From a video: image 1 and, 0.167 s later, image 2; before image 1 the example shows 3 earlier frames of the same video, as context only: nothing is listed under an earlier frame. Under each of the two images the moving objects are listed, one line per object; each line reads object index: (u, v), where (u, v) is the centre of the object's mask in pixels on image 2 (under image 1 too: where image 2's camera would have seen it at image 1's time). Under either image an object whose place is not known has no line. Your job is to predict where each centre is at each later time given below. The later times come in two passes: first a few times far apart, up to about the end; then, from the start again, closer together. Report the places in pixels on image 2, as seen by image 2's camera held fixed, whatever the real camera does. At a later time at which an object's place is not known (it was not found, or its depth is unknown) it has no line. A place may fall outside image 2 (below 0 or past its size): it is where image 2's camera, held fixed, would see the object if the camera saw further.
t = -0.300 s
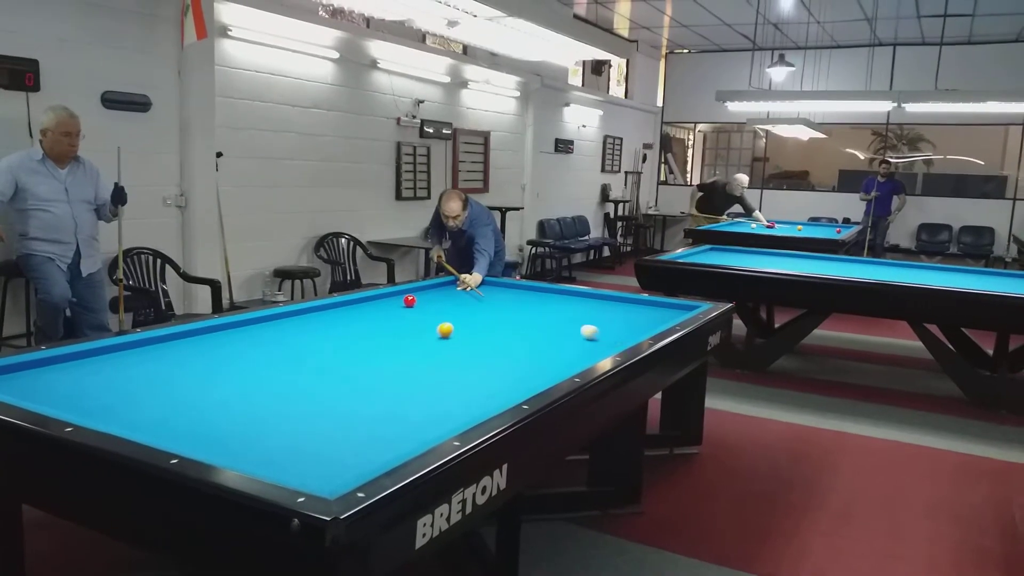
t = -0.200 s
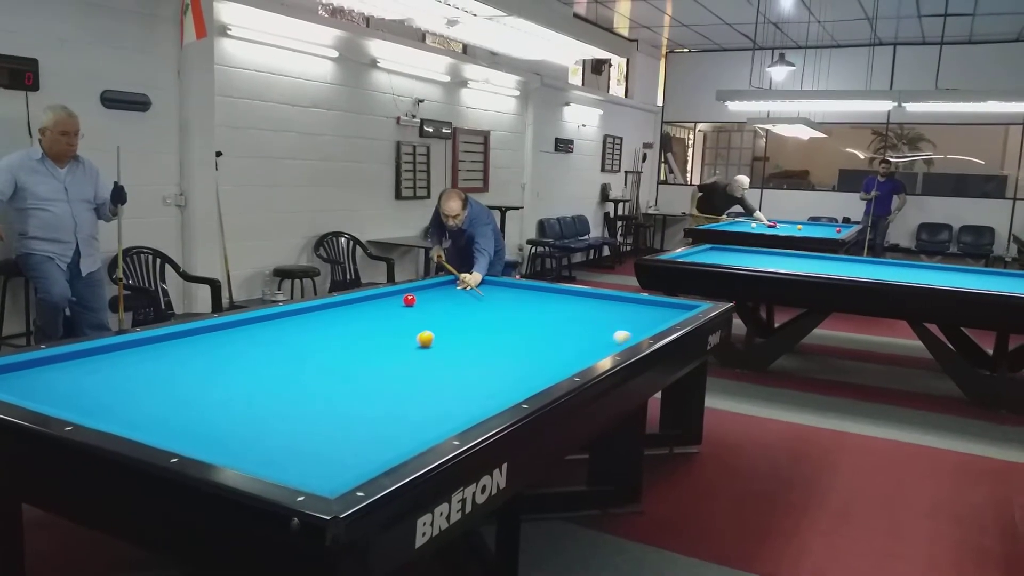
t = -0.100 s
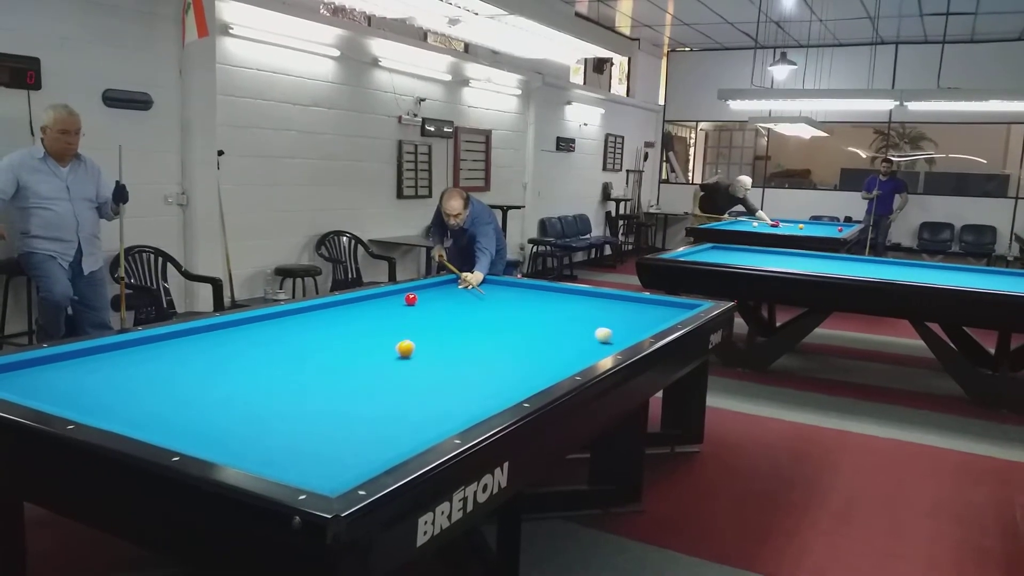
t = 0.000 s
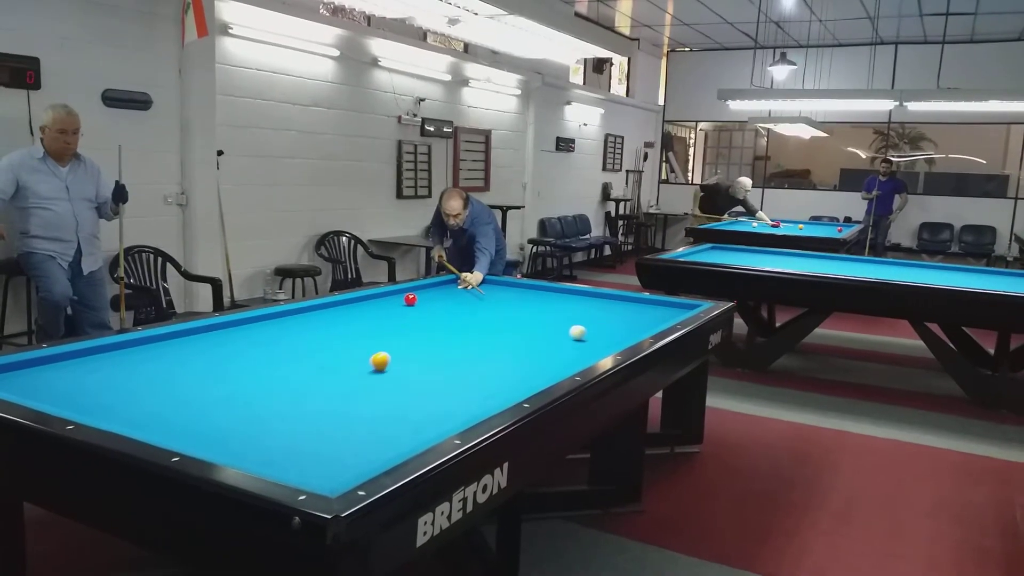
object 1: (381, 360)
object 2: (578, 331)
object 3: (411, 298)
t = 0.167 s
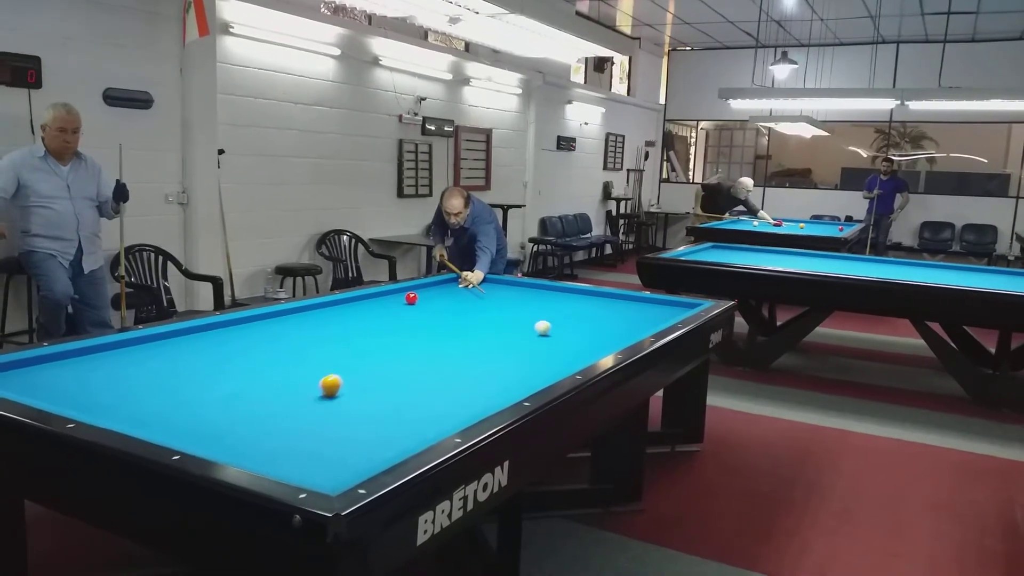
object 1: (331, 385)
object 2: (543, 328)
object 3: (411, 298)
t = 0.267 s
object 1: (293, 404)
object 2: (522, 325)
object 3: (411, 298)
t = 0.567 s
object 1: (295, 433)
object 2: (463, 320)
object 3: (411, 298)
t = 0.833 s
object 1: (436, 415)
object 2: (412, 314)
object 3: (411, 298)
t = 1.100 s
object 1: (478, 392)
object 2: (364, 310)
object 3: (411, 298)
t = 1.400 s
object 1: (489, 367)
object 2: (316, 306)
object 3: (411, 298)
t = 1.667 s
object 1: (498, 349)
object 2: (337, 311)
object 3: (411, 298)
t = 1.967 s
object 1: (504, 333)
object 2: (358, 315)
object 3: (411, 298)
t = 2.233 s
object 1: (510, 320)
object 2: (377, 320)
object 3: (411, 298)
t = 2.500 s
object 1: (515, 311)
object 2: (397, 324)
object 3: (411, 298)
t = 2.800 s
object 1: (520, 301)
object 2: (419, 330)
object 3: (411, 298)
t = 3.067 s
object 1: (524, 293)
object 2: (439, 334)
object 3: (411, 298)
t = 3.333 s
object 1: (527, 287)
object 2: (459, 339)
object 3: (411, 298)
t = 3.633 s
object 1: (509, 284)
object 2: (483, 344)
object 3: (411, 298)
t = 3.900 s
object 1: (480, 284)
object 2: (503, 349)
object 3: (411, 298)
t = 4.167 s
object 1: (452, 284)
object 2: (525, 354)
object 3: (411, 298)
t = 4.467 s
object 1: (426, 285)
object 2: (548, 360)
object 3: (411, 298)
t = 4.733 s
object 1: (426, 289)
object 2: (569, 362)
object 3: (411, 298)
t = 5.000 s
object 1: (425, 293)
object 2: (554, 363)
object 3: (411, 298)
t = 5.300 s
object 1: (423, 297)
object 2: (538, 360)
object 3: (411, 298)
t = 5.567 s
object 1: (428, 301)
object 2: (524, 359)
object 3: (407, 298)
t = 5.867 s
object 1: (435, 304)
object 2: (510, 357)
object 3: (402, 298)
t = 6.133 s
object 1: (441, 308)
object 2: (498, 356)
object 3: (398, 299)
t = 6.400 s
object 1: (448, 312)
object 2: (488, 354)
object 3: (395, 299)
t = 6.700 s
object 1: (456, 316)
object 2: (478, 352)
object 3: (391, 299)
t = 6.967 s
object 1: (463, 320)
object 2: (470, 351)
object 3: (389, 299)
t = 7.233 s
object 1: (469, 324)
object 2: (461, 351)
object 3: (387, 299)
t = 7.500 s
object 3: (386, 299)
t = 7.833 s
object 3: (386, 299)
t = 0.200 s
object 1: (318, 391)
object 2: (535, 327)
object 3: (411, 298)
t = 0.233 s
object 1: (306, 397)
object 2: (528, 326)
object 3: (411, 298)
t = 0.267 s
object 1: (293, 404)
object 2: (522, 325)
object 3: (411, 298)
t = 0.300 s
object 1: (279, 411)
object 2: (515, 325)
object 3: (411, 298)
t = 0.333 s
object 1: (265, 419)
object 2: (508, 324)
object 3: (411, 298)
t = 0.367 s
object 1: (248, 427)
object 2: (502, 323)
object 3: (411, 298)
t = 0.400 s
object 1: (232, 434)
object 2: (495, 323)
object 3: (411, 298)
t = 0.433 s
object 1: (216, 440)
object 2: (489, 322)
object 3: (411, 298)
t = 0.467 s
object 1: (221, 442)
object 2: (482, 321)
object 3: (411, 298)
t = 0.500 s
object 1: (246, 441)
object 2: (475, 321)
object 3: (411, 298)
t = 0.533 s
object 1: (271, 437)
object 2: (469, 320)
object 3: (411, 298)
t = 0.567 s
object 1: (295, 433)
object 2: (463, 320)
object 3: (411, 298)
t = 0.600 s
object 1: (316, 431)
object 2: (456, 319)
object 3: (411, 298)
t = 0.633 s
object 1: (336, 428)
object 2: (450, 318)
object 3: (411, 298)
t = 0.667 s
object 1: (355, 425)
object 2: (444, 318)
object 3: (411, 298)
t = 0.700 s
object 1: (371, 423)
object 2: (437, 317)
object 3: (411, 298)
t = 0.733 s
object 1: (388, 421)
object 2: (431, 317)
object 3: (411, 298)
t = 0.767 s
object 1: (405, 419)
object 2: (425, 316)
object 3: (411, 298)
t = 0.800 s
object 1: (420, 417)
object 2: (418, 315)
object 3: (411, 298)
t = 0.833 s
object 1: (436, 415)
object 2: (412, 314)
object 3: (411, 298)
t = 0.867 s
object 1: (451, 413)
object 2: (406, 314)
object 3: (411, 298)
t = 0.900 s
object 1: (465, 410)
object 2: (400, 314)
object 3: (411, 298)
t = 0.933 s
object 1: (473, 407)
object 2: (394, 313)
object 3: (411, 298)
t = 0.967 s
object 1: (473, 404)
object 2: (388, 312)
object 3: (411, 298)
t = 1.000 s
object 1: (474, 402)
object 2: (382, 312)
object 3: (411, 298)
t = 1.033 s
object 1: (475, 398)
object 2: (376, 311)
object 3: (411, 298)
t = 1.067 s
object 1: (477, 395)
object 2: (370, 311)
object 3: (411, 298)
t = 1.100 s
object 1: (478, 392)
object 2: (364, 310)
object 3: (411, 298)
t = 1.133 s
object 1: (480, 389)
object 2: (358, 310)
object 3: (411, 298)
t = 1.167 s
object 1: (481, 385)
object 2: (352, 309)
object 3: (411, 298)
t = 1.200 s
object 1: (482, 383)
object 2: (346, 309)
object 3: (411, 298)
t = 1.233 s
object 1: (484, 380)
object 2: (341, 308)
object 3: (411, 298)
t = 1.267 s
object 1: (485, 377)
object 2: (334, 307)
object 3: (411, 298)
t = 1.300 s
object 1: (486, 374)
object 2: (328, 307)
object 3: (411, 298)
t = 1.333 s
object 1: (487, 372)
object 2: (323, 306)
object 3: (411, 298)
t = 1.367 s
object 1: (488, 369)
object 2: (317, 306)
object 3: (411, 298)
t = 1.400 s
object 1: (489, 367)
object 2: (316, 306)
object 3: (411, 298)
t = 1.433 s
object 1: (490, 364)
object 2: (319, 306)
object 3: (411, 298)
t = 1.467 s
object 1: (492, 362)
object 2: (322, 307)
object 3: (411, 298)
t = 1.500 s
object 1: (493, 360)
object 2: (325, 308)
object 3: (411, 298)
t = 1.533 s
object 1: (494, 357)
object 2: (327, 308)
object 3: (411, 298)
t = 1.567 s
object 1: (495, 355)
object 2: (330, 309)
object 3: (411, 298)
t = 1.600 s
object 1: (496, 353)
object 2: (332, 309)
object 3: (411, 298)
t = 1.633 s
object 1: (496, 351)
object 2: (334, 310)
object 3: (411, 298)
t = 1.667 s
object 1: (498, 349)
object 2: (337, 311)
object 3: (411, 298)
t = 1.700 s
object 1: (498, 347)
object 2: (339, 311)
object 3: (411, 298)
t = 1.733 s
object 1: (499, 345)
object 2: (341, 312)
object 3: (411, 298)
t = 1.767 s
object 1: (500, 343)
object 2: (344, 312)
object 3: (411, 298)
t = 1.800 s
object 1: (501, 341)
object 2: (346, 313)
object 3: (411, 298)
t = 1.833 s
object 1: (502, 339)
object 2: (349, 313)
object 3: (411, 298)
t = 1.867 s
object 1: (503, 338)
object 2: (351, 314)
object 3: (411, 298)
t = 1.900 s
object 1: (503, 336)
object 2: (353, 314)
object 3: (411, 298)
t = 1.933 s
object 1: (504, 334)
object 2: (356, 315)
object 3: (411, 298)
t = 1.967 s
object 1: (504, 333)
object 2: (358, 315)
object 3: (411, 298)
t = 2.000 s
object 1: (505, 331)
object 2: (360, 316)
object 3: (411, 298)
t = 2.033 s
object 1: (506, 329)
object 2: (363, 317)
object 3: (411, 298)
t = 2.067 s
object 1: (507, 328)
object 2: (365, 317)
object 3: (411, 298)
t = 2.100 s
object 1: (508, 326)
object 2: (368, 317)
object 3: (411, 298)
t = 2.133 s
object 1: (509, 324)
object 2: (371, 318)
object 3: (411, 298)
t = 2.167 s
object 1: (509, 323)
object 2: (373, 318)
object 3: (411, 298)
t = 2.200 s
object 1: (510, 322)
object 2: (375, 319)
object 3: (411, 298)
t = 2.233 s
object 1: (510, 320)
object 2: (377, 320)
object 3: (411, 298)
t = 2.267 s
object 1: (510, 319)
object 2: (379, 320)
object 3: (411, 298)
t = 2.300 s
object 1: (511, 318)
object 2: (382, 321)
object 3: (411, 298)
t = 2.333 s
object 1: (512, 317)
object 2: (385, 321)
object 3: (411, 298)
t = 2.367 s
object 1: (512, 315)
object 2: (387, 322)
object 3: (411, 298)
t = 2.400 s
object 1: (513, 314)
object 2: (389, 323)
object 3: (411, 298)
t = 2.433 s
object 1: (514, 313)
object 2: (392, 323)
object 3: (411, 298)
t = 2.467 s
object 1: (514, 312)
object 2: (394, 324)
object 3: (411, 298)
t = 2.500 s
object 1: (515, 311)
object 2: (397, 324)
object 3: (411, 298)
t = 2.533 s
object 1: (515, 309)
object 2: (399, 325)
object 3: (411, 298)
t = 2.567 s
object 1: (516, 308)
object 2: (402, 325)
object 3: (411, 298)
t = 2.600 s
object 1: (516, 307)
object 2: (404, 326)
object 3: (411, 298)
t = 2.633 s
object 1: (517, 306)
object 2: (407, 327)
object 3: (411, 298)
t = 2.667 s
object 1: (518, 305)
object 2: (409, 327)
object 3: (411, 298)
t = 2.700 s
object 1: (518, 304)
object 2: (412, 328)
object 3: (411, 298)
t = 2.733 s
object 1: (519, 303)
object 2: (414, 328)
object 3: (411, 298)
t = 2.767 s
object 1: (519, 302)
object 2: (417, 329)
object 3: (411, 298)
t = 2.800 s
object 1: (520, 301)
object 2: (419, 330)
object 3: (411, 298)
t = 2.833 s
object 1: (520, 300)
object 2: (422, 330)
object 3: (411, 298)
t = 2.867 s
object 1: (521, 299)
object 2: (424, 331)
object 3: (411, 298)
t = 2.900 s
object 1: (521, 298)
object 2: (427, 331)
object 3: (411, 298)
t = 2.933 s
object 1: (522, 297)
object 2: (429, 331)
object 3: (411, 298)
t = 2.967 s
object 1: (522, 296)
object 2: (432, 332)
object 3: (411, 298)
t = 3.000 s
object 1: (523, 295)
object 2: (434, 333)
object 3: (411, 298)
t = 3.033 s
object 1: (523, 294)
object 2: (437, 334)
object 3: (411, 298)
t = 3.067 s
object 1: (524, 293)
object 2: (439, 334)
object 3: (411, 298)
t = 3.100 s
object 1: (524, 293)
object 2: (442, 335)
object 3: (411, 298)
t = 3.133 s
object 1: (524, 292)
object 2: (444, 335)
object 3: (411, 298)
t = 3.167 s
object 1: (525, 291)
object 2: (447, 336)
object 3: (411, 298)
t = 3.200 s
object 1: (525, 290)
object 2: (449, 336)
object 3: (411, 298)
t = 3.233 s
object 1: (526, 289)
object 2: (452, 337)
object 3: (411, 298)
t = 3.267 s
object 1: (526, 288)
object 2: (454, 338)
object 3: (411, 298)
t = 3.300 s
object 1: (526, 287)
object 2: (457, 338)
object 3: (411, 298)
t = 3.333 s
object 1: (527, 287)
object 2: (459, 339)
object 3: (411, 298)
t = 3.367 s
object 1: (527, 286)
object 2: (462, 339)
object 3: (411, 298)
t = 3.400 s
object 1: (527, 285)
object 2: (465, 340)
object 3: (411, 298)
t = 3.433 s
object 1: (528, 284)
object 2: (467, 340)
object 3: (411, 298)
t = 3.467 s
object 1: (527, 284)
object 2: (470, 341)
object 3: (411, 298)
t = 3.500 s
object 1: (523, 284)
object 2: (472, 342)
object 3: (411, 298)
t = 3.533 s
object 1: (519, 284)
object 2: (475, 342)
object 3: (411, 298)
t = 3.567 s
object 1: (516, 284)
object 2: (477, 343)
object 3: (411, 298)
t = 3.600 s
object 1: (512, 284)
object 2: (480, 344)
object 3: (411, 298)
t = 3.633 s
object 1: (509, 284)
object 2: (483, 344)
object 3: (411, 298)
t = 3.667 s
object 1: (505, 284)
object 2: (485, 345)
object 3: (411, 298)
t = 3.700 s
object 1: (501, 284)
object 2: (488, 346)
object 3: (411, 298)
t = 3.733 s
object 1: (498, 284)
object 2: (491, 346)
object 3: (411, 298)
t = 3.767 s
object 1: (494, 284)
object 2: (493, 347)
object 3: (411, 298)
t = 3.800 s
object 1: (491, 284)
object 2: (496, 347)
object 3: (411, 298)
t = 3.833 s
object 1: (487, 284)
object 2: (498, 348)
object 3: (411, 298)
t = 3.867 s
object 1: (484, 284)
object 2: (501, 348)
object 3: (411, 298)
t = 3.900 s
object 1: (480, 284)
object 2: (503, 349)
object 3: (411, 298)
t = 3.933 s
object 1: (477, 284)
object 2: (506, 350)
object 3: (411, 298)
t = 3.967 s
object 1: (473, 284)
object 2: (508, 350)
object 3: (411, 298)
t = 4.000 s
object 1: (470, 284)
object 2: (511, 351)
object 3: (411, 298)
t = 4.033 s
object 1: (466, 284)
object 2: (514, 352)
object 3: (411, 298)
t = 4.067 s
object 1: (462, 284)
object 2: (517, 352)
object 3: (411, 298)
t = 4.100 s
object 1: (459, 284)
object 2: (519, 353)
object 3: (411, 298)
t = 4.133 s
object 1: (455, 284)
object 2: (522, 353)
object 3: (411, 298)
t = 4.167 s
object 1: (452, 284)
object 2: (525, 354)
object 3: (411, 298)
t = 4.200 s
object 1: (448, 284)
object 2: (527, 355)
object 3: (411, 298)
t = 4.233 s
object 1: (445, 284)
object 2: (530, 355)
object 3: (411, 298)
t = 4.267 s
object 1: (441, 284)
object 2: (532, 356)
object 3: (411, 298)
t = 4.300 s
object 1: (438, 284)
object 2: (535, 356)
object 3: (411, 298)
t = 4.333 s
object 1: (434, 284)
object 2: (538, 357)
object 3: (411, 298)
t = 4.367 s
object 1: (430, 284)
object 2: (540, 358)
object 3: (411, 298)
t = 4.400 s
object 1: (427, 284)
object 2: (543, 358)
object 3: (411, 298)
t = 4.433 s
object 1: (427, 285)
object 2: (546, 359)
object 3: (411, 298)
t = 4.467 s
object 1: (426, 285)
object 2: (548, 360)
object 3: (411, 298)
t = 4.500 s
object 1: (427, 286)
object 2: (551, 360)
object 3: (411, 298)
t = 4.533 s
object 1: (426, 286)
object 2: (554, 361)
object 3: (411, 298)
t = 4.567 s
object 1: (426, 286)
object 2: (556, 361)
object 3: (411, 298)
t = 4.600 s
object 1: (426, 287)
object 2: (559, 362)
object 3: (411, 298)
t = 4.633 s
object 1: (426, 288)
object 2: (562, 362)
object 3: (411, 298)
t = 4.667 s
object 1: (426, 288)
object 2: (564, 362)
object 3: (411, 298)
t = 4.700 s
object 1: (426, 288)
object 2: (567, 362)
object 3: (411, 298)
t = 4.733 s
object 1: (426, 289)
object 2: (569, 362)
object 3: (411, 298)
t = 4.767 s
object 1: (426, 289)
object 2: (567, 362)
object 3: (411, 298)
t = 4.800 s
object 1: (425, 290)
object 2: (565, 362)
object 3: (411, 298)
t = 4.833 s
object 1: (426, 290)
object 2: (563, 363)
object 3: (411, 298)
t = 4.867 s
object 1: (425, 291)
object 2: (561, 363)
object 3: (411, 298)
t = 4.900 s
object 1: (425, 291)
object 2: (560, 363)
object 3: (411, 298)
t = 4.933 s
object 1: (425, 292)
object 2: (558, 363)
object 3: (411, 298)
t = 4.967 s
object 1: (425, 292)
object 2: (556, 363)
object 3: (411, 298)
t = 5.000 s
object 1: (425, 293)
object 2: (554, 363)
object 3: (411, 298)
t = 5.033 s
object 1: (425, 293)
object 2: (552, 363)
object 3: (411, 298)
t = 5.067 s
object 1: (425, 293)
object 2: (550, 362)
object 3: (411, 298)
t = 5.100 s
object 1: (424, 294)
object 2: (548, 362)
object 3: (411, 298)
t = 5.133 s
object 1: (424, 294)
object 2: (547, 362)
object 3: (411, 298)
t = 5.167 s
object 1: (424, 295)
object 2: (545, 361)
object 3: (411, 298)
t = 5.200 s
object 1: (424, 295)
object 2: (543, 361)
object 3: (411, 298)
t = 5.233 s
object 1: (424, 296)
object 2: (541, 361)
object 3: (411, 298)
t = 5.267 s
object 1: (423, 296)
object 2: (540, 361)
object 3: (411, 298)
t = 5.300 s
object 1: (423, 297)
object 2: (538, 360)
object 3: (411, 298)
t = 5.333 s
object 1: (423, 297)
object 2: (536, 360)
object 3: (411, 298)
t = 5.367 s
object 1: (423, 298)
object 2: (534, 360)
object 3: (411, 298)
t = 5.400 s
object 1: (424, 298)
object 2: (532, 360)
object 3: (410, 298)
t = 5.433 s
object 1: (425, 299)
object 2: (531, 360)
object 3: (409, 298)
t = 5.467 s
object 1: (426, 299)
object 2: (529, 359)
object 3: (409, 298)
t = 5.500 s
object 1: (426, 299)
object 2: (528, 359)
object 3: (408, 298)
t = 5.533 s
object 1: (427, 300)
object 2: (526, 359)
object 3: (408, 298)
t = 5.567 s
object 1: (428, 301)
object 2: (524, 359)
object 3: (407, 298)
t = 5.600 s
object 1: (429, 301)
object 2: (522, 358)
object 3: (406, 298)
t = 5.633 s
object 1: (430, 301)
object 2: (521, 358)
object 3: (406, 298)
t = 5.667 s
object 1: (430, 302)
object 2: (519, 358)
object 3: (405, 298)
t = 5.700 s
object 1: (431, 302)
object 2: (518, 358)
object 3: (405, 298)
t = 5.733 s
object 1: (432, 303)
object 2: (516, 358)
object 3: (404, 298)
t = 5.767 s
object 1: (432, 303)
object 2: (515, 357)
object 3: (403, 299)
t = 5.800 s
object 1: (433, 304)
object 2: (513, 357)
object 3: (403, 298)
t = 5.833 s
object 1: (434, 304)
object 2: (512, 357)
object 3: (402, 298)
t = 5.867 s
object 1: (435, 304)
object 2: (510, 357)
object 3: (402, 298)
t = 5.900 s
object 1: (436, 305)
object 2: (509, 357)
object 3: (401, 298)
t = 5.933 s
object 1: (437, 305)
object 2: (507, 356)
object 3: (401, 299)
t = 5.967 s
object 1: (438, 306)
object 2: (506, 356)
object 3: (400, 299)
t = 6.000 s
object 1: (438, 306)
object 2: (504, 356)
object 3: (400, 299)
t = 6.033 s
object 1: (439, 307)
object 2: (503, 356)
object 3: (399, 299)
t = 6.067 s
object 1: (440, 307)
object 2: (501, 356)
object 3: (399, 299)
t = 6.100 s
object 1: (440, 308)
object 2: (500, 356)
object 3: (398, 299)
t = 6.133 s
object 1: (441, 308)
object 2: (498, 356)
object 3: (398, 299)
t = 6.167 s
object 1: (442, 309)
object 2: (498, 355)
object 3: (397, 299)
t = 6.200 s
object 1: (443, 309)
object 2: (497, 355)
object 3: (397, 299)
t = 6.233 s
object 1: (444, 309)
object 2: (496, 354)
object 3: (396, 299)
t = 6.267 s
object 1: (445, 310)
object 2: (494, 354)
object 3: (396, 299)
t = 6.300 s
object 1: (446, 311)
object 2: (493, 354)
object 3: (396, 299)
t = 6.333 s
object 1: (447, 311)
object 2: (491, 354)
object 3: (395, 299)
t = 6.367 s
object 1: (447, 312)
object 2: (489, 354)
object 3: (395, 299)
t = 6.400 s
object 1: (448, 312)
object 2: (488, 354)
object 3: (395, 299)
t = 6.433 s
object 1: (449, 313)
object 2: (487, 354)
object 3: (394, 299)
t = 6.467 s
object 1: (450, 313)
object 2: (486, 354)
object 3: (394, 299)
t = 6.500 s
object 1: (451, 314)
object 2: (485, 354)
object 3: (394, 299)
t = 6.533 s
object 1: (452, 314)
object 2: (484, 353)
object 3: (393, 299)
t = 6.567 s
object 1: (453, 315)
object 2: (483, 353)
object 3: (393, 299)
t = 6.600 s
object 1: (453, 315)
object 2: (481, 353)
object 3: (393, 299)
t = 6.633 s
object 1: (454, 316)
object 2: (480, 353)
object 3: (392, 299)
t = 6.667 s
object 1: (455, 316)
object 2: (479, 352)
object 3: (392, 299)
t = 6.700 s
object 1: (456, 316)
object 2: (478, 352)
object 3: (391, 299)
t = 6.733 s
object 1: (457, 317)
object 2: (477, 352)
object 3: (391, 299)
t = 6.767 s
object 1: (458, 318)
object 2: (476, 352)
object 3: (390, 299)
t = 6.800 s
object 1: (458, 318)
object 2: (474, 352)
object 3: (390, 299)
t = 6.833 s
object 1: (459, 318)
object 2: (473, 352)
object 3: (390, 299)
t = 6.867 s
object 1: (460, 319)
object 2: (472, 352)
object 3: (389, 299)
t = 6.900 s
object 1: (461, 319)
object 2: (471, 352)
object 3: (389, 299)
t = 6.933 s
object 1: (462, 320)
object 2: (470, 351)
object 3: (389, 299)
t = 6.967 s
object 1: (463, 320)
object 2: (470, 351)
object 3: (389, 299)
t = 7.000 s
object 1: (463, 321)
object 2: (468, 351)
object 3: (389, 299)
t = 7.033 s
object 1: (464, 321)
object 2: (467, 351)
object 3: (388, 299)
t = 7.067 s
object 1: (465, 322)
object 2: (466, 351)
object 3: (388, 299)
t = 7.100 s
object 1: (466, 322)
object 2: (465, 351)
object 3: (388, 299)
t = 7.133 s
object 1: (467, 323)
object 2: (464, 351)
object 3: (387, 299)
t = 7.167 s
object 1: (468, 323)
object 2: (463, 351)
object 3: (387, 299)
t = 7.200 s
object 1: (468, 324)
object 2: (462, 351)
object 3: (387, 299)
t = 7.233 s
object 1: (469, 324)
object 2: (461, 351)
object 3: (387, 299)
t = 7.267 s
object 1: (470, 325)
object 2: (460, 351)
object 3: (387, 299)
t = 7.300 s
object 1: (471, 325)
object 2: (459, 350)
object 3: (387, 299)
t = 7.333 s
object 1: (472, 326)
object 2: (459, 350)
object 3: (387, 299)
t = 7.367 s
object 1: (473, 327)
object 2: (457, 350)
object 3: (386, 299)
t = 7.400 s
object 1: (473, 327)
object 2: (457, 350)
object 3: (386, 299)
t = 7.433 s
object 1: (474, 327)
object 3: (386, 299)
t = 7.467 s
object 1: (475, 328)
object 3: (386, 299)
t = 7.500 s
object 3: (386, 299)
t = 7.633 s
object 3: (386, 299)
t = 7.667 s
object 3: (386, 299)
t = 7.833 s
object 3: (386, 299)
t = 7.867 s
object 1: (485, 334)
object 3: (386, 299)
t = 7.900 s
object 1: (486, 334)
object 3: (386, 299)
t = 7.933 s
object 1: (487, 335)
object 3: (386, 299)
